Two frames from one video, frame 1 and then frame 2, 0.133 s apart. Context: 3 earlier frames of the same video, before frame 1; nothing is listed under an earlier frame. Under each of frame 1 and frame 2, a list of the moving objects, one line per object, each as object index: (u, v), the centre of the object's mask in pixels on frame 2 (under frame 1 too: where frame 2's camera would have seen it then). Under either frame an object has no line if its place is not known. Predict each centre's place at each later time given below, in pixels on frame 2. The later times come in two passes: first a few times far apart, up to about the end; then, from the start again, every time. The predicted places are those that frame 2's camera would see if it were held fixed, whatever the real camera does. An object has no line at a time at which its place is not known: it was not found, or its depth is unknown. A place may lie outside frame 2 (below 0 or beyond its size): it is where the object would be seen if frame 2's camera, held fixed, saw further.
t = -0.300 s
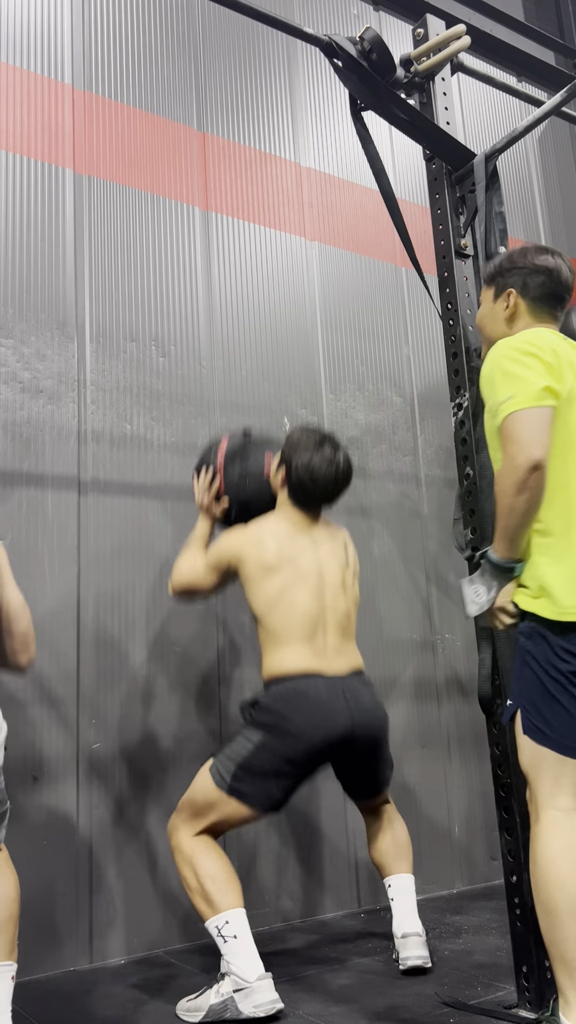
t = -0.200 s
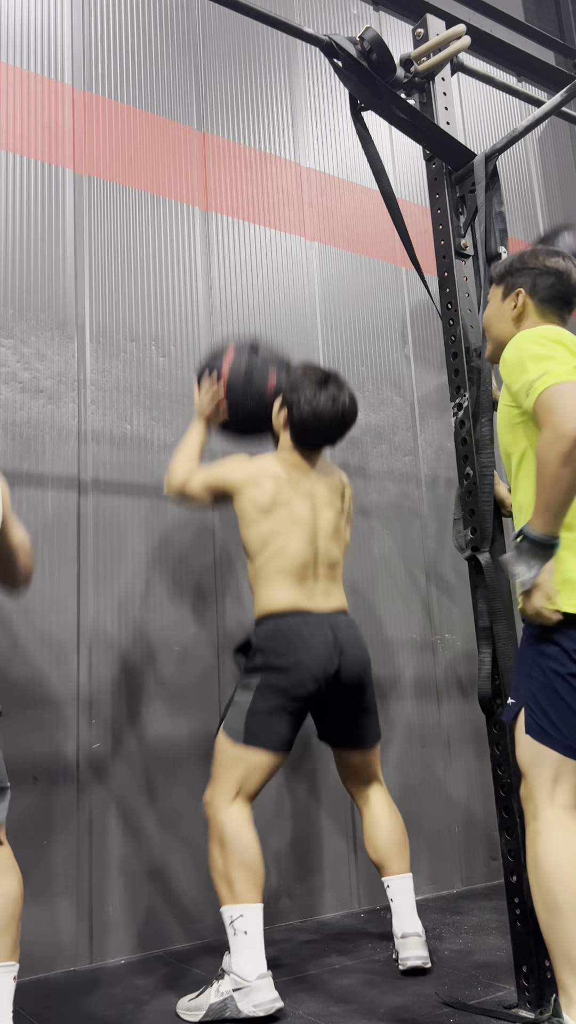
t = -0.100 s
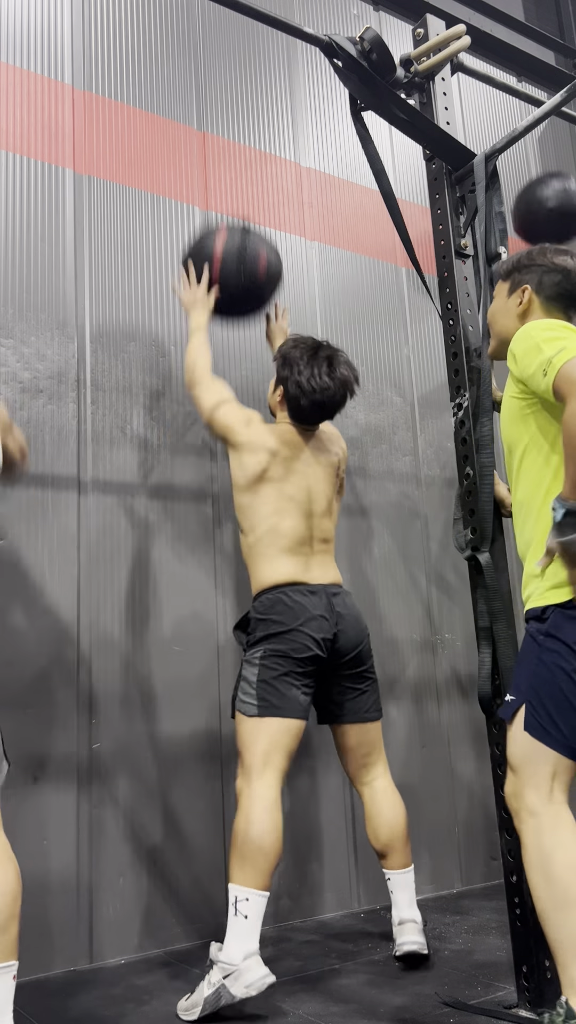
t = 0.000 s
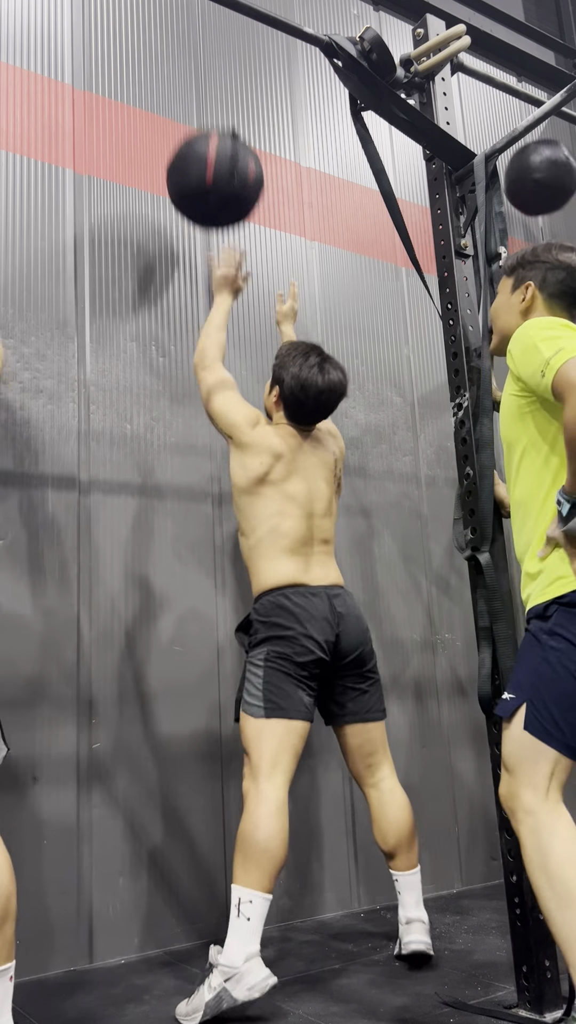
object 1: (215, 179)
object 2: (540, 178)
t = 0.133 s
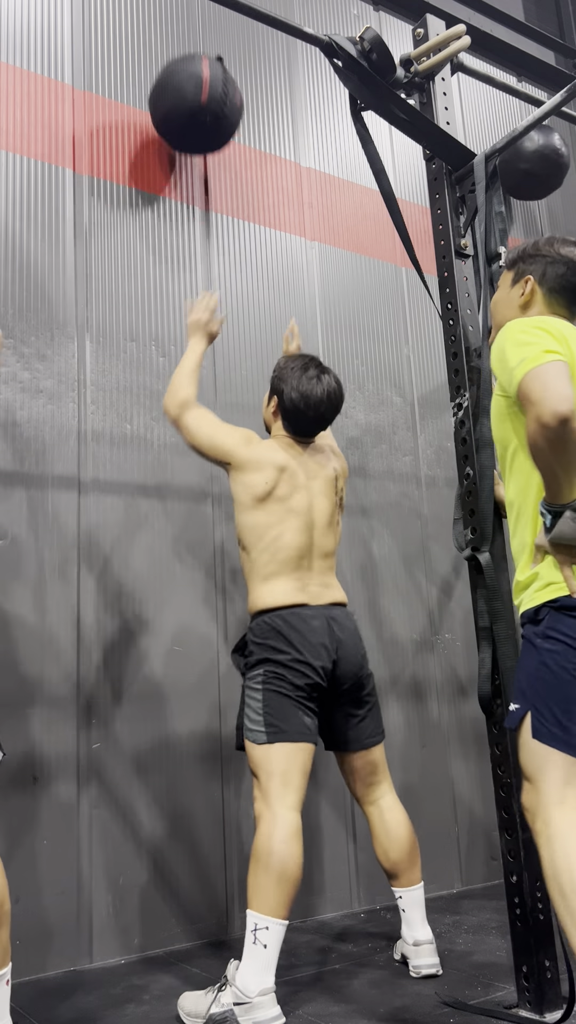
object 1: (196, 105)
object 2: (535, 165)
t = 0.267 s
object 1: (184, 74)
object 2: (532, 176)
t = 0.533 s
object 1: (198, 102)
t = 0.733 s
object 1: (213, 239)
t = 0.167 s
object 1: (192, 93)
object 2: (534, 166)
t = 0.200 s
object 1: (187, 85)
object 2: (532, 168)
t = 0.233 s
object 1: (184, 81)
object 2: (531, 172)
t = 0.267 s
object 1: (184, 74)
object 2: (532, 176)
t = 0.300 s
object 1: (185, 71)
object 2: (534, 181)
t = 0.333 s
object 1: (187, 67)
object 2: (536, 186)
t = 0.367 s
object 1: (189, 67)
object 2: (540, 190)
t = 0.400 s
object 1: (190, 68)
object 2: (544, 196)
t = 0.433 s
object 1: (192, 73)
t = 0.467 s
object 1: (193, 80)
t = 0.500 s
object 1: (195, 90)
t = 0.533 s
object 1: (198, 102)
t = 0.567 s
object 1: (200, 117)
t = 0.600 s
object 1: (202, 135)
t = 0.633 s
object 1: (205, 156)
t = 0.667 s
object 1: (207, 181)
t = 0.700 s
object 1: (210, 208)
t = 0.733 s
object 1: (213, 239)
